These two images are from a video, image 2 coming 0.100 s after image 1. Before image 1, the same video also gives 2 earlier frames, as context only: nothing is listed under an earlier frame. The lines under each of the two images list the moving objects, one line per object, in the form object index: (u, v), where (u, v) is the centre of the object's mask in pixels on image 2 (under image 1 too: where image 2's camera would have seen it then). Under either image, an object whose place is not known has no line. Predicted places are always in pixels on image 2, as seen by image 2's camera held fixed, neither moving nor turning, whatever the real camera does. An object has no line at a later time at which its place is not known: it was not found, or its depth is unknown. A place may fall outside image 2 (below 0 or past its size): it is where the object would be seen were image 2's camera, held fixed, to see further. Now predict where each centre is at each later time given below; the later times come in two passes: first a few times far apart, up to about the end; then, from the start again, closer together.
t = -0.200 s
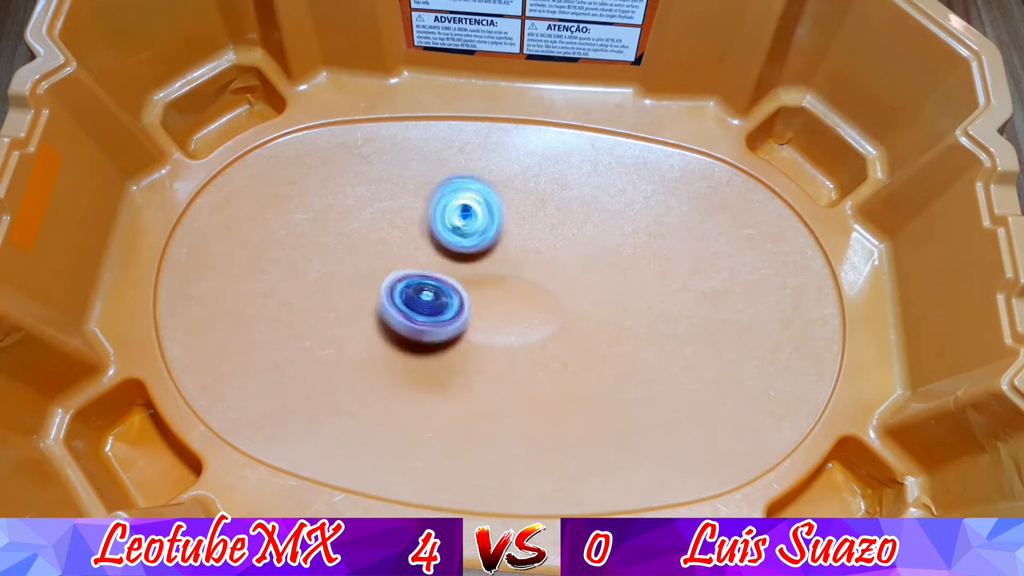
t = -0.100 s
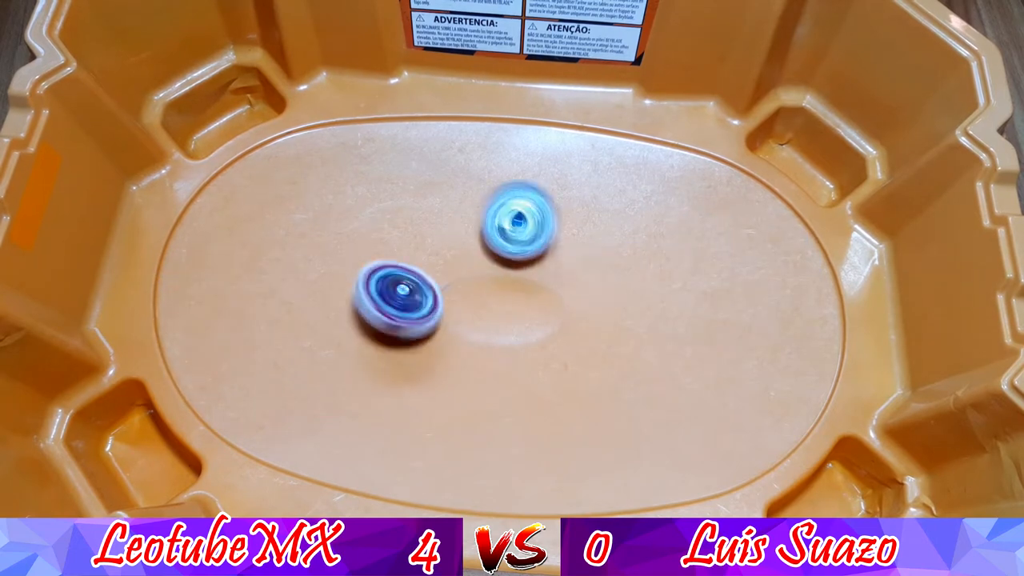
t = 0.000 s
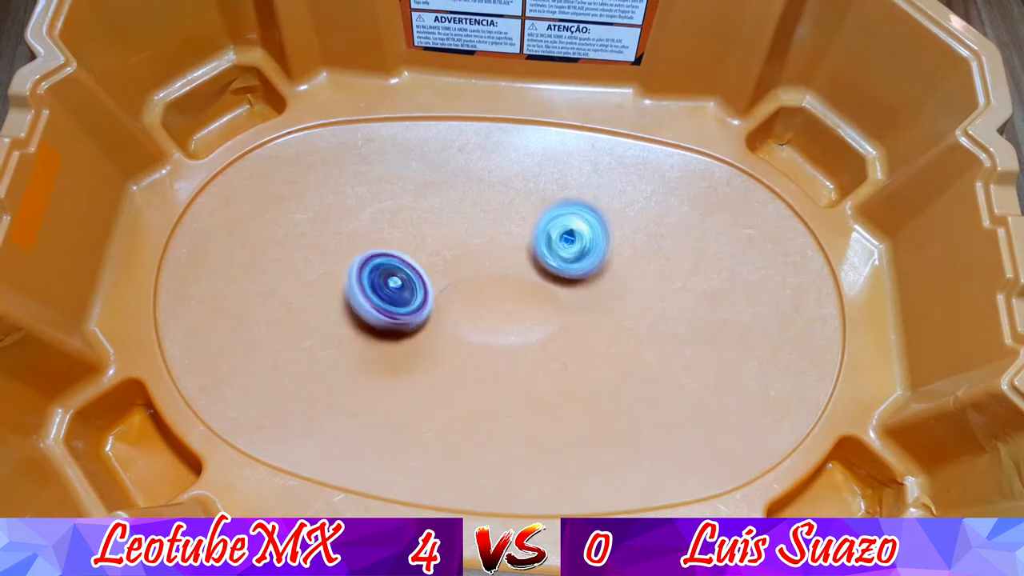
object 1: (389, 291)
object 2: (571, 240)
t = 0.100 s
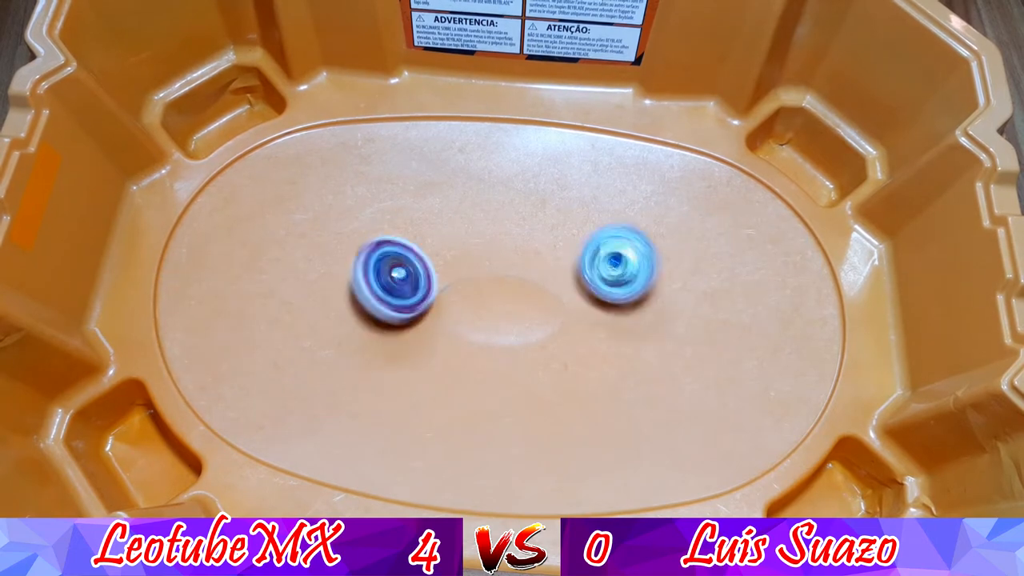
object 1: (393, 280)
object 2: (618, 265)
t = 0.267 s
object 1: (423, 264)
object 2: (689, 318)
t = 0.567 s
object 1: (507, 253)
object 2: (725, 390)
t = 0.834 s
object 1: (572, 294)
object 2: (624, 391)
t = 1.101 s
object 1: (606, 282)
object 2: (466, 388)
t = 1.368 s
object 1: (544, 287)
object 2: (406, 297)
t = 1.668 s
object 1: (455, 281)
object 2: (483, 172)
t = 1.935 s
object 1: (421, 294)
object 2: (554, 176)
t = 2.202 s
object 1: (422, 292)
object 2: (603, 320)
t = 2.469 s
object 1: (436, 289)
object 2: (604, 363)
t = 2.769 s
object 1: (439, 278)
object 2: (585, 362)
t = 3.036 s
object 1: (434, 276)
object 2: (580, 365)
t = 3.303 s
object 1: (442, 278)
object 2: (585, 362)
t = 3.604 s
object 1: (443, 279)
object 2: (580, 365)
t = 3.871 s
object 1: (444, 280)
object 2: (583, 363)
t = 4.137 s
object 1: (445, 279)
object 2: (582, 364)
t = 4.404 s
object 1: (444, 280)
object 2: (581, 364)
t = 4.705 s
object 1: (444, 279)
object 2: (582, 364)
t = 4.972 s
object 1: (444, 280)
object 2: (581, 365)
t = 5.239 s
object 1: (444, 279)
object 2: (580, 365)
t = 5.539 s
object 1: (444, 279)
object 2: (580, 365)
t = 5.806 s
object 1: (444, 280)
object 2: (580, 365)
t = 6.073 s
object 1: (444, 280)
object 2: (580, 365)
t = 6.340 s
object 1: (444, 279)
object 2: (580, 365)
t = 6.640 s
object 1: (444, 279)
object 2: (580, 365)
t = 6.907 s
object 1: (444, 280)
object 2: (580, 365)
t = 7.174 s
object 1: (444, 280)
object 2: (580, 365)
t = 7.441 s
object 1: (444, 279)
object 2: (580, 365)
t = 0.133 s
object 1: (397, 278)
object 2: (633, 275)
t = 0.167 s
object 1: (403, 275)
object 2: (648, 284)
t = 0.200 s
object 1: (409, 270)
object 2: (662, 295)
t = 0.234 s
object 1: (416, 268)
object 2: (675, 306)
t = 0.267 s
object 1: (423, 264)
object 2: (689, 318)
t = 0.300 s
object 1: (431, 261)
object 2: (701, 329)
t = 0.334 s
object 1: (440, 258)
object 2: (710, 339)
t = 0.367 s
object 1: (449, 254)
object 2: (718, 348)
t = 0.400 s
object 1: (459, 253)
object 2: (724, 356)
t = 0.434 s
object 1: (468, 251)
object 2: (728, 363)
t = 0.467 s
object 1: (477, 250)
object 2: (731, 372)
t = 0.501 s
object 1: (487, 251)
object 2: (731, 378)
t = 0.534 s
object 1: (497, 251)
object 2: (729, 385)
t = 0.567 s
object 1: (507, 253)
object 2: (725, 390)
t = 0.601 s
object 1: (518, 255)
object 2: (718, 395)
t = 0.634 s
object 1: (527, 260)
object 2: (709, 398)
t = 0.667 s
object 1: (536, 264)
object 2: (699, 400)
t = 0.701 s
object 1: (544, 269)
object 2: (687, 400)
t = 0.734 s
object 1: (552, 275)
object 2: (674, 400)
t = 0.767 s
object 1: (559, 281)
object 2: (658, 398)
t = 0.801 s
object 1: (566, 287)
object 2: (642, 395)
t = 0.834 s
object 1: (572, 294)
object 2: (624, 391)
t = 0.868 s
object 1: (578, 301)
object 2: (605, 387)
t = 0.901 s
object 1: (588, 302)
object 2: (582, 391)
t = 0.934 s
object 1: (597, 296)
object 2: (556, 399)
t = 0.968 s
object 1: (604, 292)
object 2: (533, 403)
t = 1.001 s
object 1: (609, 288)
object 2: (512, 402)
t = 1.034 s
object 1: (610, 285)
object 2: (495, 399)
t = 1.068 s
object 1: (608, 282)
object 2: (478, 394)
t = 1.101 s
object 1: (606, 282)
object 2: (466, 388)
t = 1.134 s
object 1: (602, 283)
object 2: (452, 381)
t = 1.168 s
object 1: (597, 281)
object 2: (440, 373)
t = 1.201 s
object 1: (592, 281)
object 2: (430, 360)
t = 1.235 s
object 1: (585, 283)
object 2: (422, 347)
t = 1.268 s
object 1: (575, 284)
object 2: (415, 335)
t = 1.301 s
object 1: (564, 285)
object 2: (410, 323)
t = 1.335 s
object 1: (553, 287)
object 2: (407, 311)
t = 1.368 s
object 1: (544, 287)
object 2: (406, 297)
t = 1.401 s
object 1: (533, 288)
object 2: (407, 284)
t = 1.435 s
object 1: (521, 287)
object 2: (409, 271)
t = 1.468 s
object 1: (511, 285)
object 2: (413, 259)
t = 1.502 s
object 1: (503, 282)
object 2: (418, 246)
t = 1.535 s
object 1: (497, 279)
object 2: (425, 235)
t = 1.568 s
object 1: (488, 277)
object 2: (430, 224)
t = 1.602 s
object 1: (477, 277)
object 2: (446, 209)
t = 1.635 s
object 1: (464, 279)
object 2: (469, 191)
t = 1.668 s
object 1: (455, 281)
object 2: (483, 172)
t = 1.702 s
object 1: (447, 283)
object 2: (500, 155)
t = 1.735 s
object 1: (440, 287)
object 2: (514, 146)
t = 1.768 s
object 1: (436, 285)
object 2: (524, 138)
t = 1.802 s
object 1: (434, 288)
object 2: (537, 138)
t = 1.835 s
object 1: (430, 289)
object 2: (542, 145)
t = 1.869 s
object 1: (427, 293)
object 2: (548, 152)
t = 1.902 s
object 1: (422, 295)
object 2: (550, 163)
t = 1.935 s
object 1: (421, 294)
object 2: (554, 176)
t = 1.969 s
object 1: (418, 296)
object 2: (558, 192)
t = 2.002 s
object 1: (418, 294)
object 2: (563, 209)
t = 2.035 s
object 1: (418, 295)
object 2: (568, 228)
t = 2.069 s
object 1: (417, 295)
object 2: (574, 247)
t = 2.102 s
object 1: (418, 293)
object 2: (581, 268)
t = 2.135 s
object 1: (419, 293)
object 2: (589, 286)
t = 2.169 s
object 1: (420, 293)
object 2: (597, 304)
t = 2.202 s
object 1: (422, 292)
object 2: (603, 320)
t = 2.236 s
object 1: (427, 291)
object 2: (609, 331)
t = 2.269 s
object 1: (429, 292)
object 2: (613, 341)
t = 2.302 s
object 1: (432, 292)
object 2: (614, 348)
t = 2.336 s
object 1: (434, 292)
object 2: (615, 353)
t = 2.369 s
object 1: (435, 293)
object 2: (612, 358)
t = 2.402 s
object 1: (435, 290)
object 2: (610, 361)
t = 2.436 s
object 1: (435, 290)
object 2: (607, 362)
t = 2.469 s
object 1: (436, 289)
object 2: (604, 363)
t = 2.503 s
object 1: (436, 289)
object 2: (600, 364)
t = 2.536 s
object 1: (436, 289)
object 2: (595, 365)
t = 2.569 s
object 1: (437, 287)
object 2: (591, 366)
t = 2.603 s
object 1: (437, 288)
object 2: (587, 368)
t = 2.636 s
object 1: (437, 286)
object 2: (584, 369)
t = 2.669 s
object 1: (437, 284)
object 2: (583, 367)
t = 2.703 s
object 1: (437, 282)
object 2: (583, 365)
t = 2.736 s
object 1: (438, 279)
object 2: (584, 363)
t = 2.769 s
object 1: (439, 278)
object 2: (585, 362)
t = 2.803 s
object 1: (440, 278)
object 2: (586, 362)
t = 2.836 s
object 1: (440, 280)
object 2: (586, 362)
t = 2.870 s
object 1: (440, 278)
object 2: (586, 362)
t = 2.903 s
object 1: (440, 278)
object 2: (585, 363)
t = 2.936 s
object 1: (439, 278)
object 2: (584, 363)
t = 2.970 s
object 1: (438, 276)
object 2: (583, 363)
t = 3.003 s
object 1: (436, 276)
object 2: (582, 364)
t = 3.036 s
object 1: (434, 276)
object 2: (580, 365)
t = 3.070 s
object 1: (435, 276)
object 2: (580, 366)
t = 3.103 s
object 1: (437, 276)
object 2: (580, 366)
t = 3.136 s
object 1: (439, 277)
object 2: (581, 365)
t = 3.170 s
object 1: (440, 278)
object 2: (582, 364)
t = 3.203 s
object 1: (440, 278)
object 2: (583, 364)
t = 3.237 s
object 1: (441, 278)
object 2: (583, 363)
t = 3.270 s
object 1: (441, 278)
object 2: (584, 362)
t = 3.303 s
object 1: (442, 278)
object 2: (585, 362)
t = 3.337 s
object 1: (442, 279)
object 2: (585, 362)
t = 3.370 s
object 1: (443, 279)
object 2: (585, 362)
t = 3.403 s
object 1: (445, 279)
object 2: (585, 362)
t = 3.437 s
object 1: (445, 281)
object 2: (584, 362)
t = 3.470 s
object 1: (444, 280)
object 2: (584, 363)
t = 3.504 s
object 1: (443, 279)
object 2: (583, 363)
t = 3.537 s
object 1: (443, 279)
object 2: (582, 364)
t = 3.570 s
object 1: (443, 279)
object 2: (581, 365)
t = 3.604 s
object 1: (443, 279)
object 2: (580, 365)
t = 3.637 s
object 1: (444, 279)
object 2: (580, 366)
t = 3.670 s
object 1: (445, 280)
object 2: (580, 365)
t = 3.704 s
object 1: (445, 280)
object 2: (580, 365)
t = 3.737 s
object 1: (445, 280)
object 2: (581, 364)
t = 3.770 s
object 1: (444, 279)
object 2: (582, 364)
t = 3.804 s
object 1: (443, 279)
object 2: (582, 364)
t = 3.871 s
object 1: (444, 280)
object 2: (583, 363)
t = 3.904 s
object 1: (445, 280)
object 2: (583, 363)
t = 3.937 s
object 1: (445, 280)
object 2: (583, 363)
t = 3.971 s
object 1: (445, 280)
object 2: (583, 363)
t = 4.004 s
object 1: (444, 279)
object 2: (583, 363)
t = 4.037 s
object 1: (444, 279)
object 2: (583, 363)
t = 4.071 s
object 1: (443, 279)
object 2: (583, 364)
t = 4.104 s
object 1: (444, 279)
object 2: (582, 364)
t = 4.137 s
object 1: (445, 279)
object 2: (582, 364)
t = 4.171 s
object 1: (445, 280)
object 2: (581, 364)
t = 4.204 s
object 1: (445, 280)
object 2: (581, 364)
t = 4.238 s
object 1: (444, 280)
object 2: (581, 364)
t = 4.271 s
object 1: (443, 279)
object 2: (580, 365)
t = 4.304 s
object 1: (444, 279)
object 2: (580, 365)
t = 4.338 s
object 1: (444, 280)
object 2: (580, 365)
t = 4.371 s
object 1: (444, 280)
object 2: (580, 365)
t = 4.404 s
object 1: (444, 280)
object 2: (581, 364)
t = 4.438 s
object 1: (443, 279)
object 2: (581, 365)
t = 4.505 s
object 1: (444, 280)
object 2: (581, 364)
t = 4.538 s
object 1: (444, 280)
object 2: (581, 364)
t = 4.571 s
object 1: (444, 280)
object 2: (582, 364)
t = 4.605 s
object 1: (444, 279)
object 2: (582, 364)
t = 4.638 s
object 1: (444, 279)
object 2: (582, 364)
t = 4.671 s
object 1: (444, 280)
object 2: (582, 364)
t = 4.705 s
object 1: (444, 279)
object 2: (582, 364)
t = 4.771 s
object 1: (444, 280)
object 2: (581, 364)
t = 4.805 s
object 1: (444, 279)
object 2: (581, 365)
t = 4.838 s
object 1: (444, 279)
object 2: (581, 364)
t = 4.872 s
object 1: (444, 280)
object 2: (581, 364)
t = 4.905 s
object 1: (444, 279)
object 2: (581, 364)
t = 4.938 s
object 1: (444, 279)
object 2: (581, 365)
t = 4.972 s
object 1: (444, 280)
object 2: (581, 365)
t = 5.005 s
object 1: (444, 279)
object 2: (580, 365)
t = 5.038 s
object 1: (444, 279)
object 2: (580, 365)
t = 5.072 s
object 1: (444, 279)
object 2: (580, 365)
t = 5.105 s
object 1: (444, 279)
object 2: (580, 365)
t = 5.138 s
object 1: (444, 279)
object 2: (580, 365)
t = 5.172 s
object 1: (444, 279)
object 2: (580, 365)
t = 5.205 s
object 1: (444, 279)
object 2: (580, 365)
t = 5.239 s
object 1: (444, 279)
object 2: (580, 365)
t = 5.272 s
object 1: (444, 279)
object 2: (580, 365)
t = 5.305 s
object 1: (444, 279)
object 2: (580, 365)
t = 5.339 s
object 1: (444, 279)
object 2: (580, 365)
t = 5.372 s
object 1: (444, 279)
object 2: (580, 365)
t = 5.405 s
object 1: (444, 279)
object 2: (580, 365)
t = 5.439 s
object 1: (444, 279)
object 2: (580, 365)
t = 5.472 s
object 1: (444, 279)
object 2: (580, 365)
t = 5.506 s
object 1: (444, 279)
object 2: (580, 365)
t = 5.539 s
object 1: (444, 279)
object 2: (580, 365)
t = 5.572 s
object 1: (444, 279)
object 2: (580, 365)
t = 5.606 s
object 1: (444, 279)
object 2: (580, 365)
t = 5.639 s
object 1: (444, 279)
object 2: (580, 365)
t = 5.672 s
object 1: (444, 279)
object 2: (580, 365)
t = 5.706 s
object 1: (444, 279)
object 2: (580, 365)
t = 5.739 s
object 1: (444, 280)
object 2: (580, 365)
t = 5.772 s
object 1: (444, 280)
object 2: (580, 365)
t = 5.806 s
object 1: (444, 280)
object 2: (580, 365)
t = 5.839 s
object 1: (444, 280)
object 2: (580, 365)
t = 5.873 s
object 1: (444, 280)
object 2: (580, 365)
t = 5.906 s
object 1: (444, 280)
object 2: (580, 365)
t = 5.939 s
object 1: (444, 280)
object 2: (580, 365)
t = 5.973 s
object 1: (444, 280)
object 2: (580, 365)
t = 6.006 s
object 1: (444, 280)
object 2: (580, 365)
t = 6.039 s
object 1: (444, 280)
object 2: (580, 365)
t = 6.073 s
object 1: (444, 280)
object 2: (580, 365)
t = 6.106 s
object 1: (444, 280)
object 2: (580, 365)
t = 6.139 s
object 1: (444, 280)
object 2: (580, 365)
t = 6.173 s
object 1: (444, 280)
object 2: (580, 365)
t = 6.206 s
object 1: (444, 280)
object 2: (580, 365)
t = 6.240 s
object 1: (444, 280)
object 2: (580, 365)
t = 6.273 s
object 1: (444, 280)
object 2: (580, 365)
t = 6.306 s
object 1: (444, 280)
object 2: (580, 365)
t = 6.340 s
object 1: (444, 279)
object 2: (580, 365)
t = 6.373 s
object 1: (444, 279)
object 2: (580, 365)
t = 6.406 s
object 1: (444, 279)
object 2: (580, 365)
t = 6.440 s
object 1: (444, 279)
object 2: (580, 365)
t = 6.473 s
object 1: (444, 280)
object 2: (580, 365)
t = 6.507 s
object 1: (444, 279)
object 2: (580, 365)
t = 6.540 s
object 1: (444, 279)
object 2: (580, 365)
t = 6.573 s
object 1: (444, 280)
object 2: (580, 365)
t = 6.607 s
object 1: (444, 280)
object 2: (580, 365)
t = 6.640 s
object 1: (444, 279)
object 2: (580, 365)
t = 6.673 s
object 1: (444, 280)
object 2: (580, 365)
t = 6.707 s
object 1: (444, 280)
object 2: (580, 365)
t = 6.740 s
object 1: (444, 279)
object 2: (580, 365)
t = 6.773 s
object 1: (444, 280)
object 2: (580, 365)
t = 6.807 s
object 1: (444, 279)
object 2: (580, 365)
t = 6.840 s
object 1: (444, 279)
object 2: (580, 365)
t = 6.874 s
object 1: (444, 280)
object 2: (580, 365)
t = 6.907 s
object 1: (444, 280)
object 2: (580, 365)
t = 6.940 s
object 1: (444, 280)
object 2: (580, 365)
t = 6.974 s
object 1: (444, 280)
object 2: (580, 365)
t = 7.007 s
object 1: (444, 280)
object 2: (580, 365)
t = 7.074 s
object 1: (444, 280)
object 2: (580, 365)
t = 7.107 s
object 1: (444, 280)
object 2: (580, 365)
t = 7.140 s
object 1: (444, 280)
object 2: (580, 365)
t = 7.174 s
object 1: (444, 280)
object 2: (580, 365)
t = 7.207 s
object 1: (444, 280)
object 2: (580, 365)
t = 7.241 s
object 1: (444, 279)
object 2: (580, 365)
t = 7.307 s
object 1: (444, 279)
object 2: (580, 365)
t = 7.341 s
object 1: (444, 280)
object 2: (580, 365)
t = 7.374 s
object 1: (444, 279)
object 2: (580, 365)
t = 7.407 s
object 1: (444, 280)
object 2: (580, 365)
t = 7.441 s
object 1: (444, 279)
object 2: (580, 365)
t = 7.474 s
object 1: (444, 279)
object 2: (580, 365)
